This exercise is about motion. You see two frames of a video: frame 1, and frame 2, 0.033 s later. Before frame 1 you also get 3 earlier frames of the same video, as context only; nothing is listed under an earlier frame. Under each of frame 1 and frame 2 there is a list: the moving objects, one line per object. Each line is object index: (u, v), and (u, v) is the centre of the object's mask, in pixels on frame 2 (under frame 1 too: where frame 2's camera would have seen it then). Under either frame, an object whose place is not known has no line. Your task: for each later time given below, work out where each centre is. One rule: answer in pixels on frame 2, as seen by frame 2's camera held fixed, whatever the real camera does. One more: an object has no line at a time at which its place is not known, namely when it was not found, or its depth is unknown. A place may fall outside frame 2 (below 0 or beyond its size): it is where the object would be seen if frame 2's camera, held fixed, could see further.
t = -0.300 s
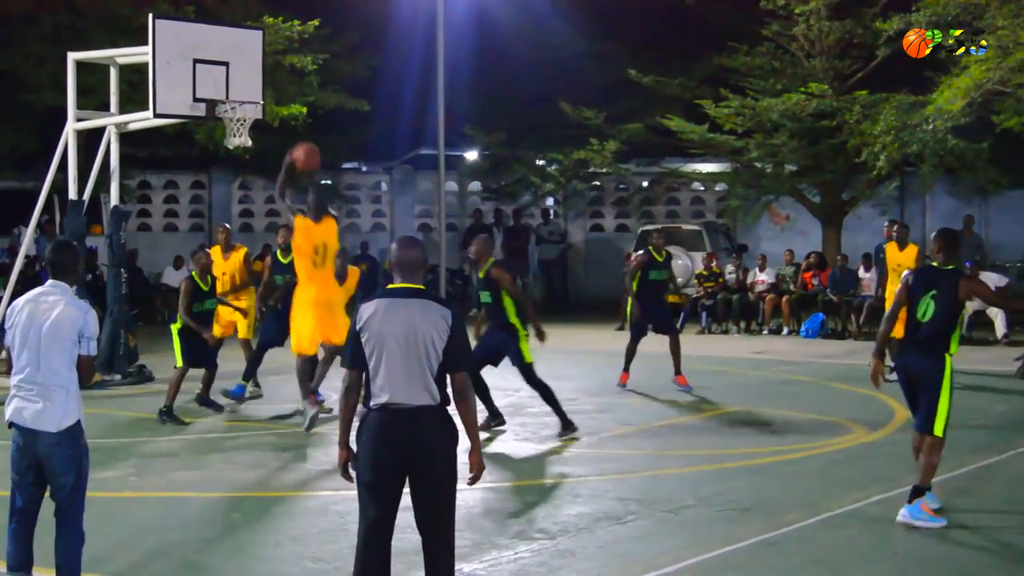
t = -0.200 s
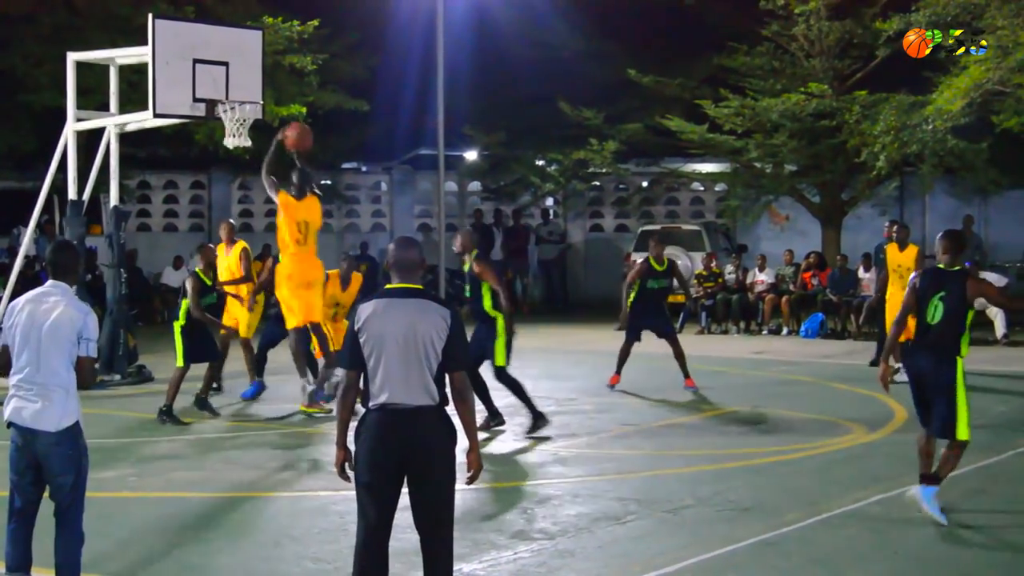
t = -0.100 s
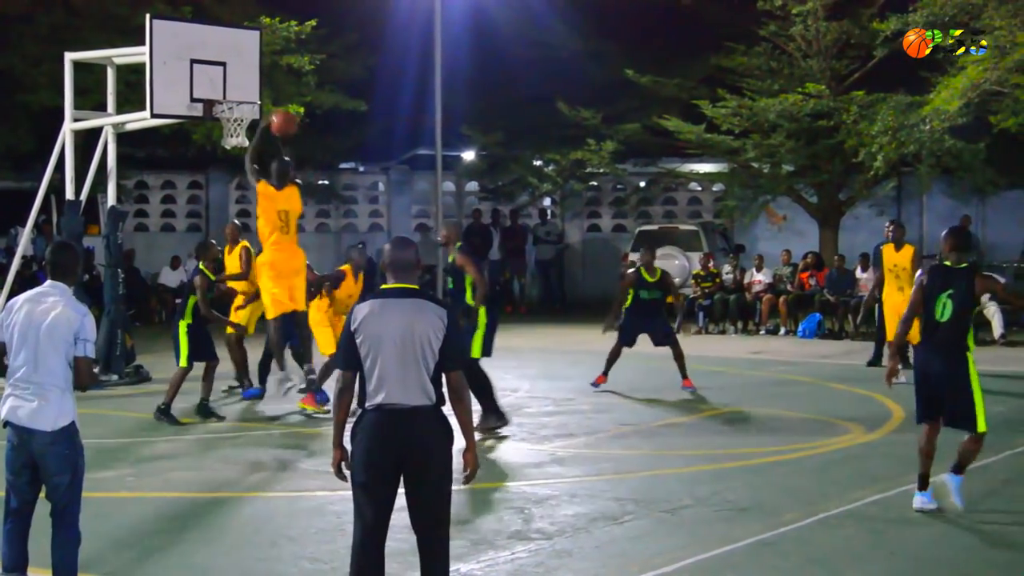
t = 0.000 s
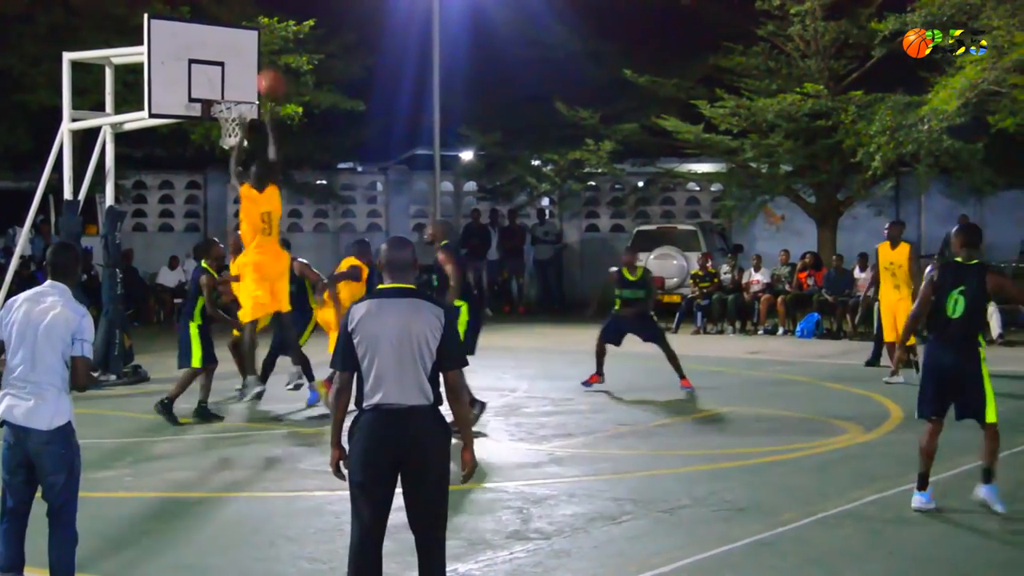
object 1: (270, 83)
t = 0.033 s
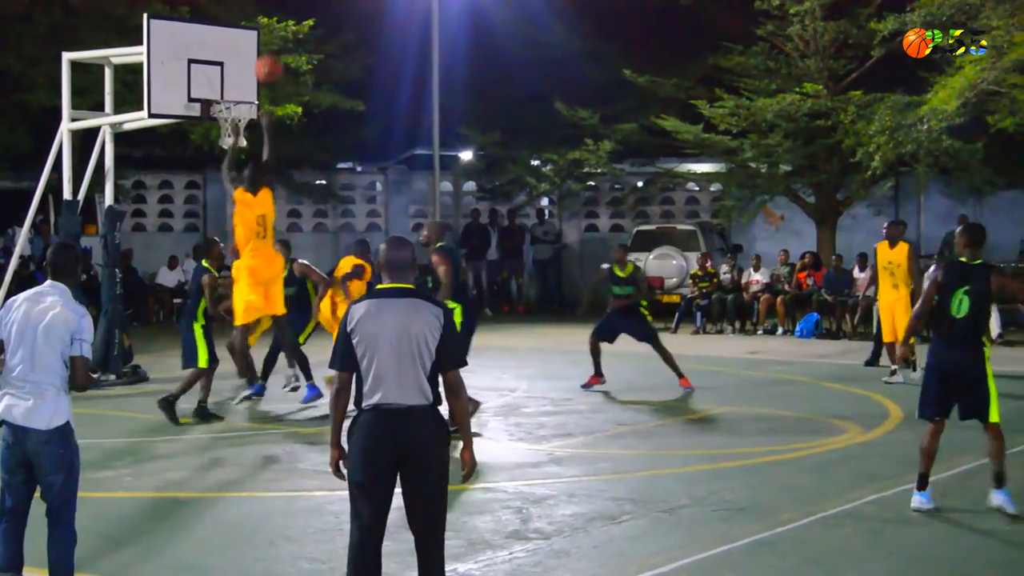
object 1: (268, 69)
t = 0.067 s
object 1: (266, 56)
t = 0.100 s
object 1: (264, 46)
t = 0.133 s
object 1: (261, 37)
